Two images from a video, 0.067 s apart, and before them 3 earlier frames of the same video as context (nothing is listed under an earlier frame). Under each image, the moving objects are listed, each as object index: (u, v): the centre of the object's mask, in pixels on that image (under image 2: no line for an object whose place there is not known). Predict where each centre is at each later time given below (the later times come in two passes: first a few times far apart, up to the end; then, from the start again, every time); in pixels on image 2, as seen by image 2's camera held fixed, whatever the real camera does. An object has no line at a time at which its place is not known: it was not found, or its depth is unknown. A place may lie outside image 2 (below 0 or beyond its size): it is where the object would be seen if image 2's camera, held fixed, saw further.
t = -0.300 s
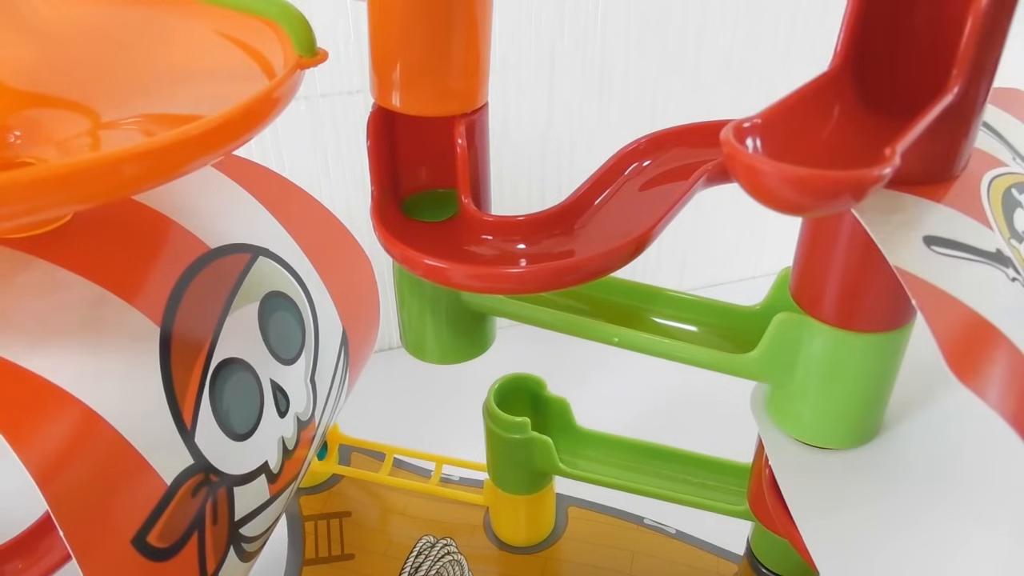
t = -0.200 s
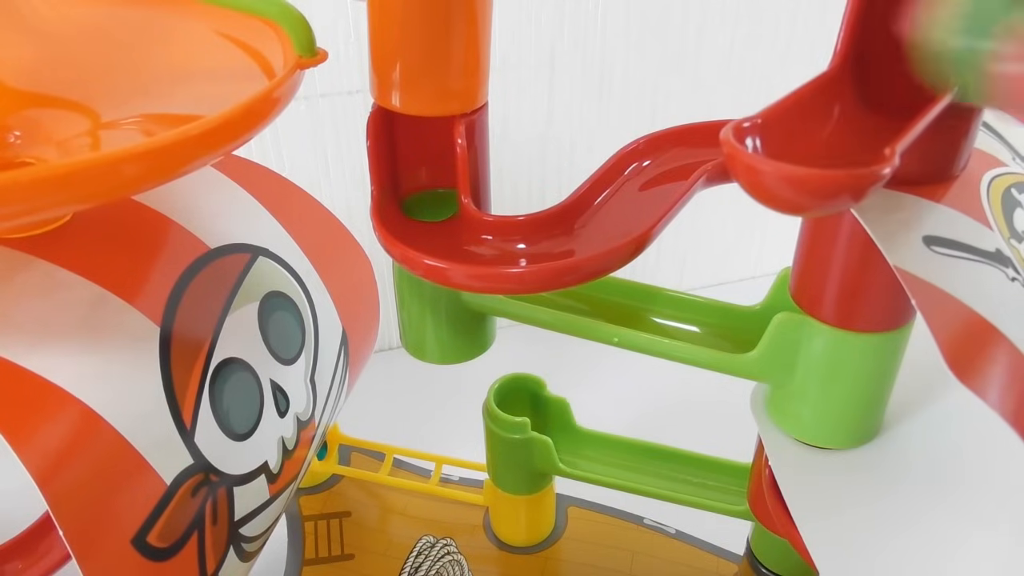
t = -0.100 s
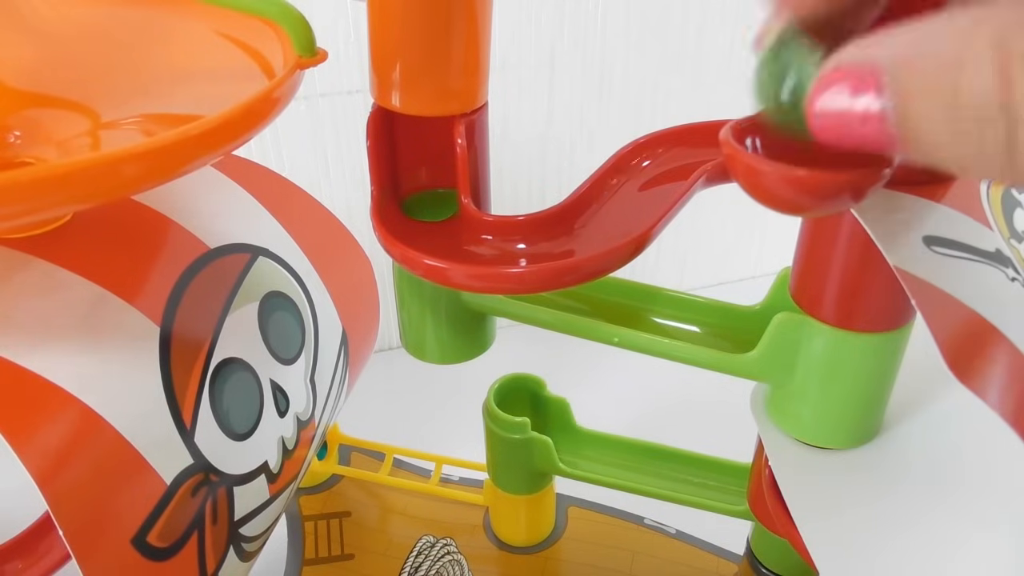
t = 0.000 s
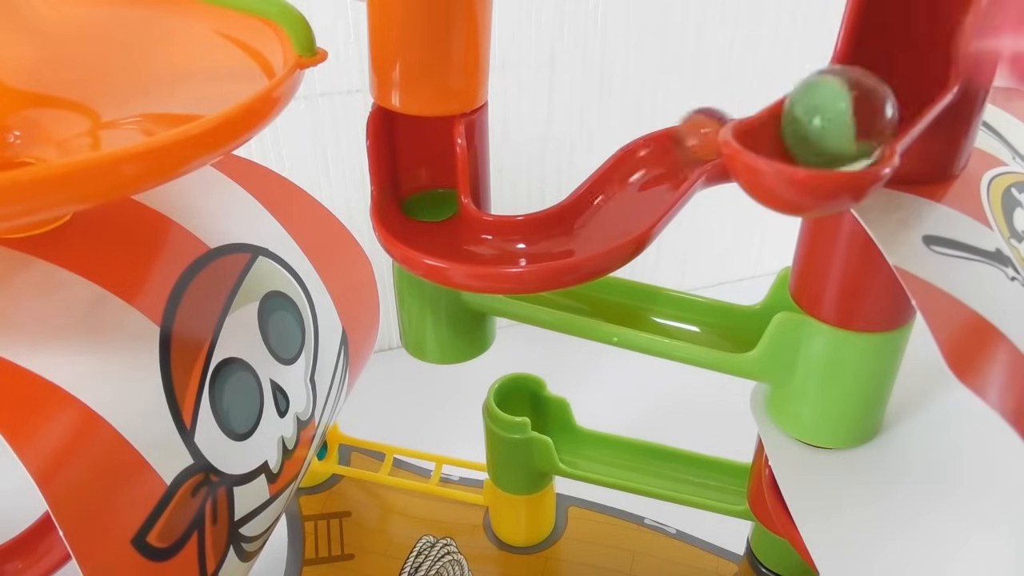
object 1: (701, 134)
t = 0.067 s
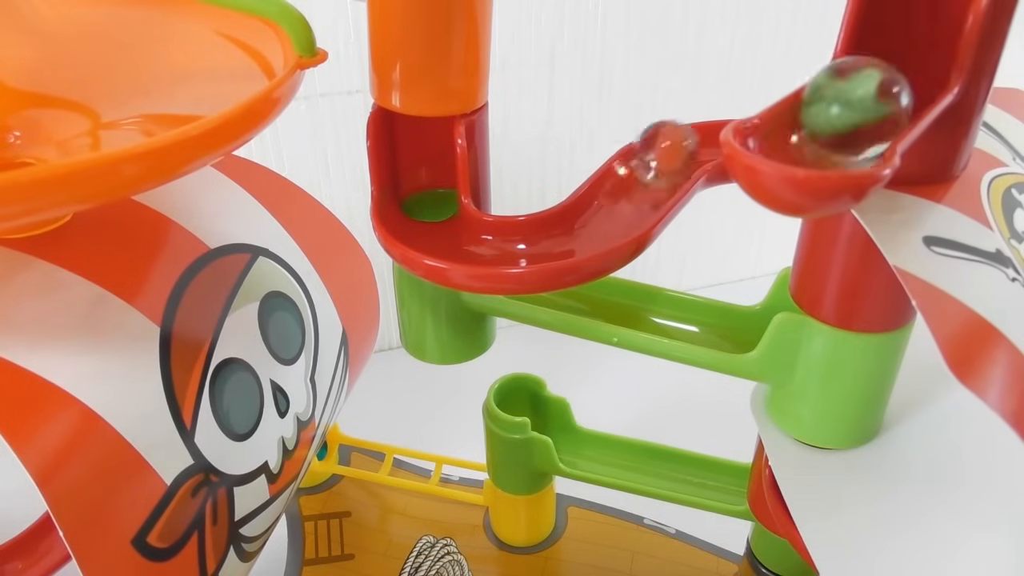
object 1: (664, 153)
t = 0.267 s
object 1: (564, 233)
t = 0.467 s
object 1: (416, 212)
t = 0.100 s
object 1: (649, 165)
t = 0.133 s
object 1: (637, 177)
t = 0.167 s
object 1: (622, 192)
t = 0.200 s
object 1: (607, 207)
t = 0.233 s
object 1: (587, 221)
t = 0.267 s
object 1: (564, 233)
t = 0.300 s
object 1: (534, 238)
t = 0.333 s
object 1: (502, 240)
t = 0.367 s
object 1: (471, 236)
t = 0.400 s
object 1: (445, 232)
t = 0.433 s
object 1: (426, 222)
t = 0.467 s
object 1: (416, 212)
